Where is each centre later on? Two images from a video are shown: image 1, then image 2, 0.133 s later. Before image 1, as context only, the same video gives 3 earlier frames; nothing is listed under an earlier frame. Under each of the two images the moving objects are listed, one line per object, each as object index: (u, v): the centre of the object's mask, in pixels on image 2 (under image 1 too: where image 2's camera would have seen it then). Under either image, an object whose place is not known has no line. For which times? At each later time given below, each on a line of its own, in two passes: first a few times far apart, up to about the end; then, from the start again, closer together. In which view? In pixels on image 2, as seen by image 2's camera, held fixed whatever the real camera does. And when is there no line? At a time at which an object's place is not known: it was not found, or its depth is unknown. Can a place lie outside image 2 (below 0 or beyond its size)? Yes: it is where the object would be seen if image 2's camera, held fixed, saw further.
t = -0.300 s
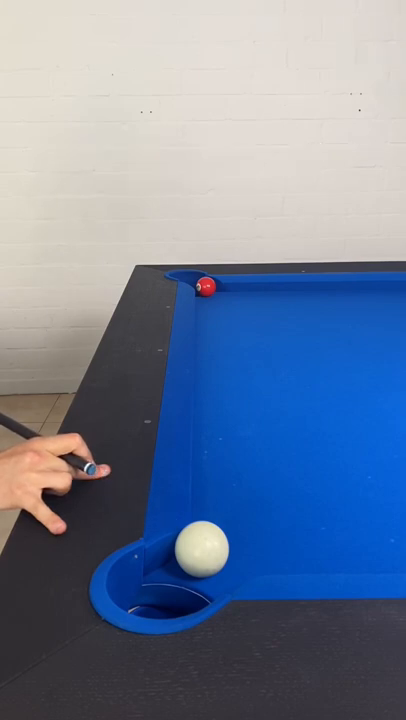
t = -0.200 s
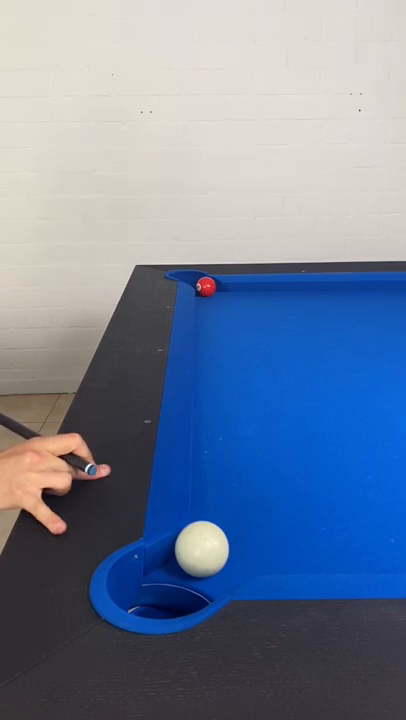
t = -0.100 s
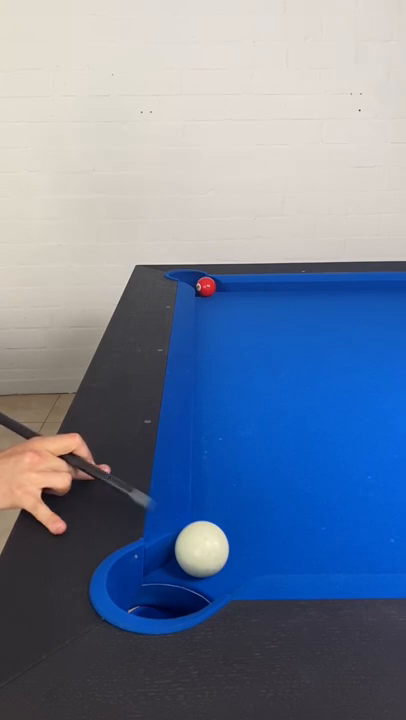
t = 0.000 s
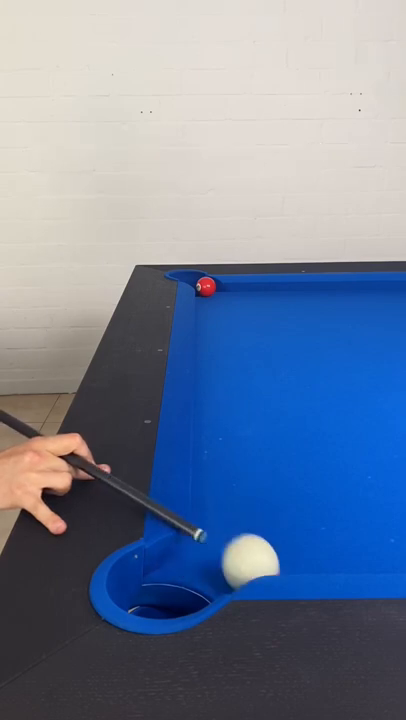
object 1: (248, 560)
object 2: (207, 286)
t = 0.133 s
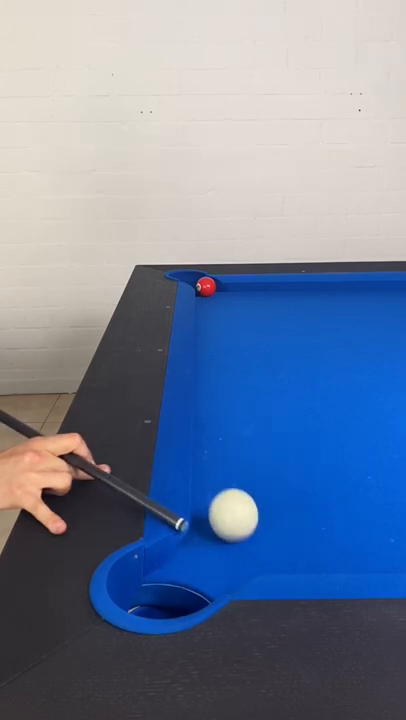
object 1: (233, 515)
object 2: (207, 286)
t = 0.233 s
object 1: (228, 488)
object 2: (206, 286)
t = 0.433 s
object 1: (219, 444)
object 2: (206, 286)
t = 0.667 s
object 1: (212, 406)
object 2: (206, 286)
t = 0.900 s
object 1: (210, 378)
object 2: (206, 286)
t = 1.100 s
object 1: (211, 359)
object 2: (206, 286)
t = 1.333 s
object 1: (212, 342)
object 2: (206, 286)
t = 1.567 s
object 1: (212, 327)
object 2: (206, 286)
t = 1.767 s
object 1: (212, 316)
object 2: (206, 286)
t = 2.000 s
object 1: (213, 305)
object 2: (206, 286)
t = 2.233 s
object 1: (213, 296)
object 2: (204, 284)
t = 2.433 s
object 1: (215, 291)
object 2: (202, 284)
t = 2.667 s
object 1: (221, 289)
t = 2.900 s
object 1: (228, 287)
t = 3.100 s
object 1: (232, 287)
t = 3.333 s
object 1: (236, 287)
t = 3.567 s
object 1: (237, 288)
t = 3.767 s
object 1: (239, 288)
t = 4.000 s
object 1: (239, 288)
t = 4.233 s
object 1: (239, 288)
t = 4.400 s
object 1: (239, 288)
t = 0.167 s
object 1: (231, 506)
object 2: (206, 286)
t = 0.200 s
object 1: (229, 496)
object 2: (206, 286)
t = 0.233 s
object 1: (228, 488)
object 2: (206, 286)
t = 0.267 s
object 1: (226, 480)
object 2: (206, 286)
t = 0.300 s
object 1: (225, 472)
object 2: (206, 286)
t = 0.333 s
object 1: (223, 464)
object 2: (206, 286)
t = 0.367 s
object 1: (222, 457)
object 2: (206, 286)
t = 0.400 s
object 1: (221, 451)
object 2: (206, 286)
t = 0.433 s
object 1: (219, 444)
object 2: (206, 286)
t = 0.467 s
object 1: (218, 438)
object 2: (206, 286)
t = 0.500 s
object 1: (217, 432)
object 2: (206, 286)
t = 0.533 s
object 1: (216, 427)
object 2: (206, 286)
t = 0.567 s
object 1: (215, 421)
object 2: (206, 286)
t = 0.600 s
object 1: (214, 416)
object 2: (206, 286)
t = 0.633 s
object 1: (213, 411)
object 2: (206, 286)
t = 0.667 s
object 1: (212, 406)
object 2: (206, 286)
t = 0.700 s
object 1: (212, 402)
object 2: (206, 286)
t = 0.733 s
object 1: (211, 397)
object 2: (206, 286)
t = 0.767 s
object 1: (210, 393)
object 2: (206, 286)
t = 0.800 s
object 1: (210, 389)
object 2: (206, 286)
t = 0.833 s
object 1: (210, 385)
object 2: (206, 286)
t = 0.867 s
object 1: (210, 382)
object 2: (206, 286)
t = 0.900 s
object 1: (210, 378)
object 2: (206, 286)
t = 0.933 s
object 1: (210, 375)
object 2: (206, 286)
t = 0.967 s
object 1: (211, 372)
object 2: (206, 286)
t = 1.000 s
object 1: (211, 369)
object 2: (206, 286)
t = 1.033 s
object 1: (211, 366)
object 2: (206, 286)
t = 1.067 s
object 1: (211, 363)
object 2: (206, 286)
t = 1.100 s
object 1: (211, 359)
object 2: (206, 286)
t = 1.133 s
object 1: (211, 357)
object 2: (206, 286)
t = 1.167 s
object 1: (211, 354)
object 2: (206, 286)
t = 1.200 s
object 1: (211, 351)
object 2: (206, 286)
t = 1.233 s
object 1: (212, 349)
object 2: (206, 286)
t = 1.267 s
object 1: (212, 346)
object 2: (206, 286)
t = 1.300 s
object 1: (212, 344)
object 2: (206, 286)
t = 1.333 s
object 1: (212, 342)
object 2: (206, 286)
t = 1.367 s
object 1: (212, 339)
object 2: (206, 286)
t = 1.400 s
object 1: (212, 337)
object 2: (206, 286)
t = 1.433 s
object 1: (212, 335)
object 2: (206, 286)
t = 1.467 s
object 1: (212, 333)
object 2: (206, 286)
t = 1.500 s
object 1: (212, 331)
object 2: (206, 286)
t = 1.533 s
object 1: (212, 329)
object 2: (206, 286)
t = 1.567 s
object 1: (212, 327)
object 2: (206, 286)
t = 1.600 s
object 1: (212, 325)
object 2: (206, 286)
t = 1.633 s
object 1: (212, 323)
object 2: (206, 286)
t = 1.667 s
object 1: (212, 321)
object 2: (206, 286)
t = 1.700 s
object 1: (212, 319)
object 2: (206, 286)
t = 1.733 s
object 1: (212, 318)
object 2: (206, 286)
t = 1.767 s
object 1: (212, 316)
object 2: (206, 286)
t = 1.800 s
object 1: (212, 315)
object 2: (206, 286)
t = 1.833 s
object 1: (213, 313)
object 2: (206, 286)
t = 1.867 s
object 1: (213, 312)
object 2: (206, 286)
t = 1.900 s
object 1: (213, 310)
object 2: (206, 286)
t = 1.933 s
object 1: (213, 309)
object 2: (206, 286)
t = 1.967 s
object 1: (213, 307)
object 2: (206, 286)
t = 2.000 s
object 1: (213, 305)
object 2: (206, 286)
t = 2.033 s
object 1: (213, 304)
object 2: (205, 286)
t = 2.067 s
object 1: (213, 303)
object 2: (205, 285)
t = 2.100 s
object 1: (213, 301)
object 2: (205, 285)
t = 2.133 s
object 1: (213, 300)
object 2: (205, 285)
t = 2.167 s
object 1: (213, 299)
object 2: (205, 284)
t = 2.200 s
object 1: (213, 298)
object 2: (204, 284)
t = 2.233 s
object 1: (213, 296)
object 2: (204, 284)
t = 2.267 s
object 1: (213, 295)
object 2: (204, 284)
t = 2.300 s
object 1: (213, 294)
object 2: (204, 283)
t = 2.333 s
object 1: (213, 293)
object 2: (203, 283)
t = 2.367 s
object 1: (213, 292)
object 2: (203, 283)
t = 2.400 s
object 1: (214, 291)
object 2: (202, 284)
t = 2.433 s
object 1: (215, 291)
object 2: (202, 284)
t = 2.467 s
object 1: (216, 290)
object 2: (202, 284)
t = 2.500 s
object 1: (217, 290)
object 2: (201, 284)
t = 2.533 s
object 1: (218, 290)
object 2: (201, 284)
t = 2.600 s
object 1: (219, 289)
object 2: (201, 285)
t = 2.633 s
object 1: (220, 289)
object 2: (199, 287)
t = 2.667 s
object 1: (221, 289)
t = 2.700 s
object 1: (222, 288)
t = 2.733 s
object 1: (223, 288)
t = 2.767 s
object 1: (224, 288)
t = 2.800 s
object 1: (225, 288)
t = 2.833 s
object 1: (226, 287)
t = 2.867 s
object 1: (227, 287)
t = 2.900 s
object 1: (228, 287)
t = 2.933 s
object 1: (229, 287)
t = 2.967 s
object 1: (230, 287)
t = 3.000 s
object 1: (231, 286)
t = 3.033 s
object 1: (231, 287)
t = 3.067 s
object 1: (232, 287)
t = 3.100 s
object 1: (232, 287)
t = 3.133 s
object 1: (233, 287)
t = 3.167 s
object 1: (233, 287)
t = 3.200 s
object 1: (234, 287)
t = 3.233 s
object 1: (234, 287)
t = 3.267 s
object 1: (235, 287)
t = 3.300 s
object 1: (235, 287)
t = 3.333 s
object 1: (236, 287)
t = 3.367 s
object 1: (236, 287)
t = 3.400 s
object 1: (236, 288)
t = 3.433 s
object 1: (236, 288)
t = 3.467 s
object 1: (237, 288)
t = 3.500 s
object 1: (237, 288)
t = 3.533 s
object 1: (237, 288)
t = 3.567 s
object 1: (237, 288)
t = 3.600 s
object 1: (238, 288)
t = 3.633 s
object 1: (238, 288)
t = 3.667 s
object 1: (238, 288)
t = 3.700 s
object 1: (238, 288)
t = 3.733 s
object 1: (238, 288)
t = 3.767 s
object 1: (239, 288)
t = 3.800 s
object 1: (239, 288)
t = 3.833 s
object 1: (239, 288)
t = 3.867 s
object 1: (239, 288)
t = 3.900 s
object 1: (239, 288)
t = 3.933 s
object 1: (239, 288)
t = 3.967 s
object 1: (239, 288)
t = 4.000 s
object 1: (239, 288)
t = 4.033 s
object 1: (239, 288)
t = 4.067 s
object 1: (239, 288)
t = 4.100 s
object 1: (239, 288)
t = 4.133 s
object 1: (239, 288)
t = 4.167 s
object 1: (239, 288)
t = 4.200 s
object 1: (239, 288)
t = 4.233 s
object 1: (239, 288)
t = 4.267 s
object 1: (239, 288)
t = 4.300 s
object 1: (239, 288)
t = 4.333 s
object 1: (239, 288)
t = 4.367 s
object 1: (239, 288)
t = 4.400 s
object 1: (239, 288)
